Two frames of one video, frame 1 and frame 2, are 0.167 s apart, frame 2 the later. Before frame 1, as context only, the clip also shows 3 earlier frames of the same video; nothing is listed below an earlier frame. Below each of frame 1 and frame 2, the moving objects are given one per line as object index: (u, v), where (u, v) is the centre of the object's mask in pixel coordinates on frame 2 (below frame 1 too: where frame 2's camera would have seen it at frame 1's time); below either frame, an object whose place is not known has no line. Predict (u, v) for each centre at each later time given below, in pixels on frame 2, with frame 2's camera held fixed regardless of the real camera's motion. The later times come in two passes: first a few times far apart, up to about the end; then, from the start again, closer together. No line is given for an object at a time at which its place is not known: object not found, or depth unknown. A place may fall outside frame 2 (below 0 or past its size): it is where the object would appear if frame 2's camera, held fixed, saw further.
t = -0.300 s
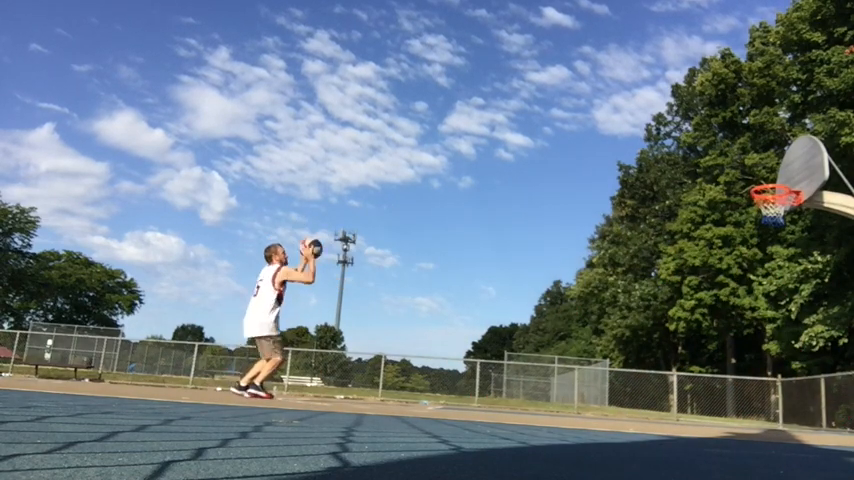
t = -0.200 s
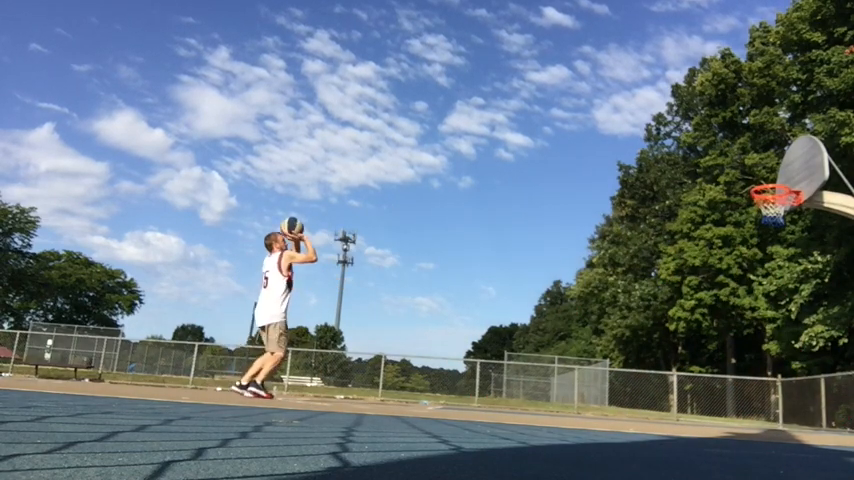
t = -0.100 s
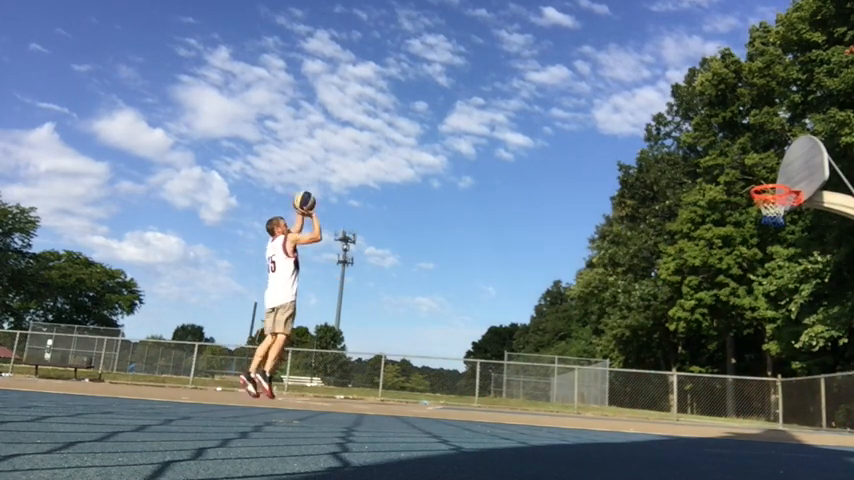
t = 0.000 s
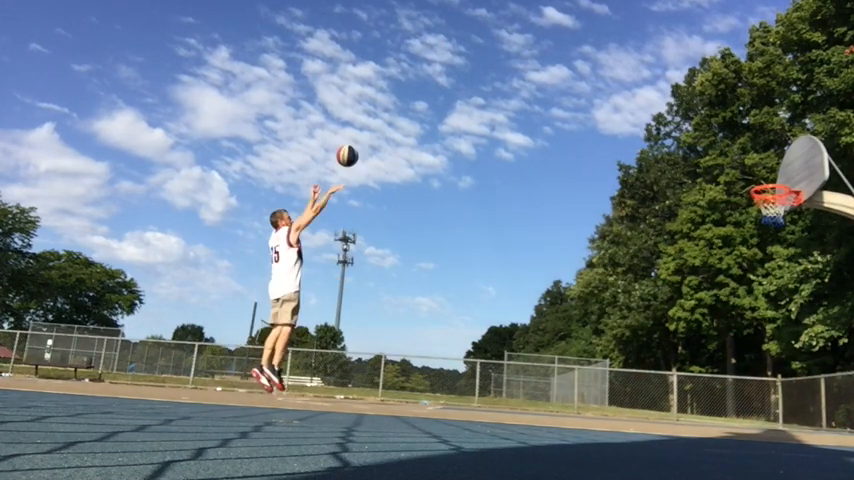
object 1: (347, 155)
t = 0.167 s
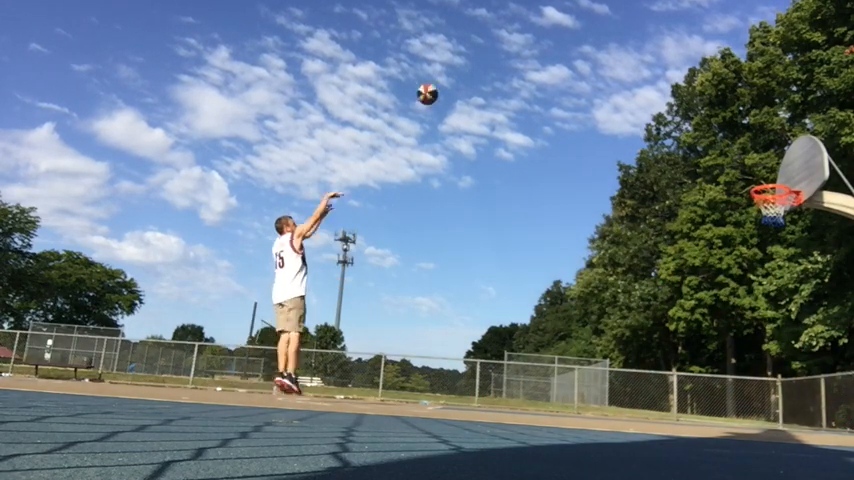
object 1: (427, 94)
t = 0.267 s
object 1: (470, 70)
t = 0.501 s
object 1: (561, 47)
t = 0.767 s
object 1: (651, 69)
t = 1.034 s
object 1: (733, 137)
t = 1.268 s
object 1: (773, 219)
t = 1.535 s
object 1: (753, 344)
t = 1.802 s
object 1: (721, 347)
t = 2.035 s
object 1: (682, 272)
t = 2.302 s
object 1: (636, 245)
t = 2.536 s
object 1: (593, 270)
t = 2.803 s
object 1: (542, 356)
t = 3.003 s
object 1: (504, 358)
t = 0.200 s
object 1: (442, 85)
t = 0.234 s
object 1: (456, 77)
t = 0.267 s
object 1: (470, 70)
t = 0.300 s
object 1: (484, 64)
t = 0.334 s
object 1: (498, 59)
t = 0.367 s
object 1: (510, 55)
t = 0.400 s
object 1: (523, 52)
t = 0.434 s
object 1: (536, 50)
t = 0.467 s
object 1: (549, 48)
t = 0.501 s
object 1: (561, 47)
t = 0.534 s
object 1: (573, 47)
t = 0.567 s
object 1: (584, 48)
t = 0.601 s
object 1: (596, 50)
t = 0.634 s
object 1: (607, 52)
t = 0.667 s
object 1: (618, 55)
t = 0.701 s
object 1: (630, 59)
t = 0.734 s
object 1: (641, 64)
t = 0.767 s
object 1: (651, 69)
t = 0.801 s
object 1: (662, 75)
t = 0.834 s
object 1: (671, 82)
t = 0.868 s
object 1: (682, 88)
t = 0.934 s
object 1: (703, 105)
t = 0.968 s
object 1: (714, 116)
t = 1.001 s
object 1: (723, 126)
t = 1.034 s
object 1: (733, 137)
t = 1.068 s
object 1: (743, 148)
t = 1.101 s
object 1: (753, 160)
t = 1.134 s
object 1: (763, 174)
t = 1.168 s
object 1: (772, 186)
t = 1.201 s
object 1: (777, 199)
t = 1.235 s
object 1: (776, 208)
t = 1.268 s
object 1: (773, 219)
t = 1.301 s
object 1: (769, 232)
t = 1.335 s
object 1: (767, 244)
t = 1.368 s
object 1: (764, 259)
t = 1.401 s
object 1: (762, 275)
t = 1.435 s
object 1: (758, 290)
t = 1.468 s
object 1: (756, 307)
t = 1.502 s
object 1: (755, 326)
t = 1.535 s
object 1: (753, 344)
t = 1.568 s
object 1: (751, 365)
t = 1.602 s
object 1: (748, 387)
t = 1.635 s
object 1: (747, 410)
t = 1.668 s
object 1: (742, 410)
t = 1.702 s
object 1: (736, 393)
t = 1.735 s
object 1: (731, 377)
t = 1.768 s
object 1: (726, 362)
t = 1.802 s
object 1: (721, 347)
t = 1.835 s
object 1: (715, 334)
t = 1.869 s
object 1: (710, 322)
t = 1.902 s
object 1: (704, 310)
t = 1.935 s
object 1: (698, 299)
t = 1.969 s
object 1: (693, 290)
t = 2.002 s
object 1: (688, 282)
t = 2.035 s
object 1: (682, 272)
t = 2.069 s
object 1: (675, 266)
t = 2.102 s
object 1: (669, 261)
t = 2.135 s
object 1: (663, 257)
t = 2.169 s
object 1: (659, 252)
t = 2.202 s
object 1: (654, 249)
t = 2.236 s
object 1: (648, 247)
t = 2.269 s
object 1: (642, 245)
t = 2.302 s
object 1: (636, 245)
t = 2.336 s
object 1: (631, 245)
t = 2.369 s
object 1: (625, 246)
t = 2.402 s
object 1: (620, 249)
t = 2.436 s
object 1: (613, 250)
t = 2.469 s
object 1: (605, 256)
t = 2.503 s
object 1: (599, 262)
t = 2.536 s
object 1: (593, 270)
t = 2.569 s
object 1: (588, 276)
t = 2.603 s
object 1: (582, 284)
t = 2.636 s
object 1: (575, 293)
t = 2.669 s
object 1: (569, 304)
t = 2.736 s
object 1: (556, 328)
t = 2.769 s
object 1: (549, 342)
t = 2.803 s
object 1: (542, 356)
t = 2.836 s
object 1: (535, 373)
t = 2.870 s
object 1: (527, 392)
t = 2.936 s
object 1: (515, 385)
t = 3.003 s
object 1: (504, 358)
